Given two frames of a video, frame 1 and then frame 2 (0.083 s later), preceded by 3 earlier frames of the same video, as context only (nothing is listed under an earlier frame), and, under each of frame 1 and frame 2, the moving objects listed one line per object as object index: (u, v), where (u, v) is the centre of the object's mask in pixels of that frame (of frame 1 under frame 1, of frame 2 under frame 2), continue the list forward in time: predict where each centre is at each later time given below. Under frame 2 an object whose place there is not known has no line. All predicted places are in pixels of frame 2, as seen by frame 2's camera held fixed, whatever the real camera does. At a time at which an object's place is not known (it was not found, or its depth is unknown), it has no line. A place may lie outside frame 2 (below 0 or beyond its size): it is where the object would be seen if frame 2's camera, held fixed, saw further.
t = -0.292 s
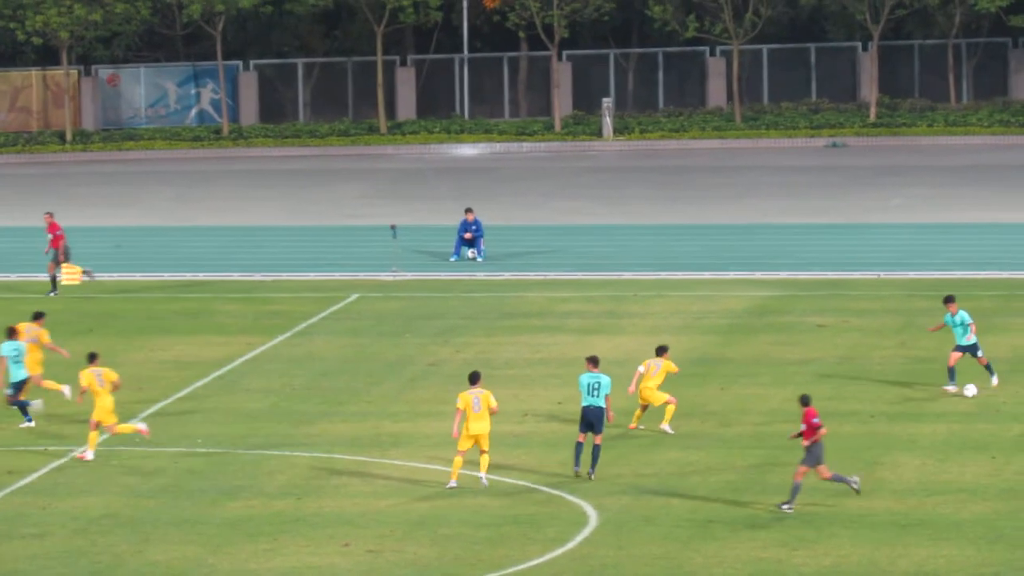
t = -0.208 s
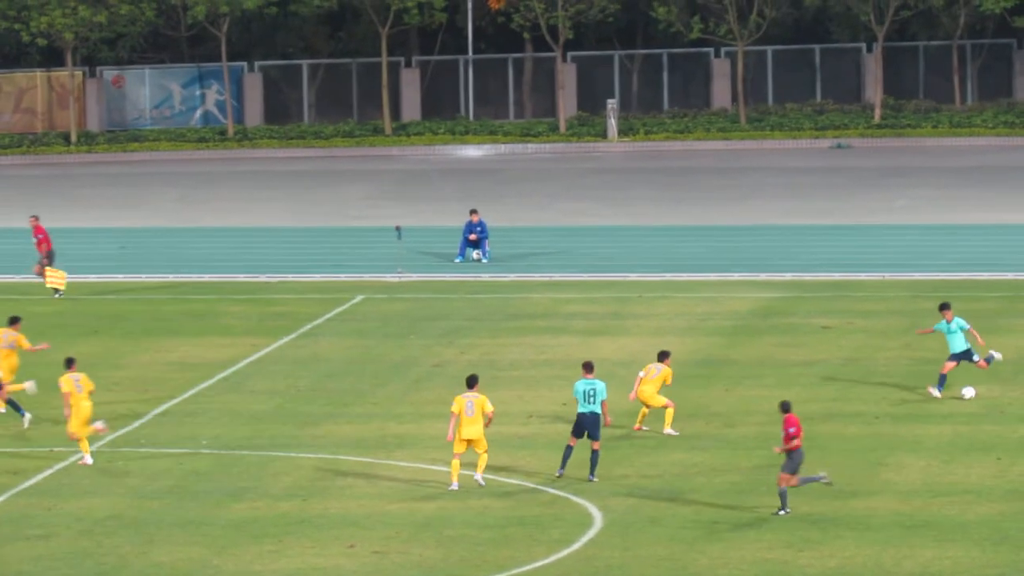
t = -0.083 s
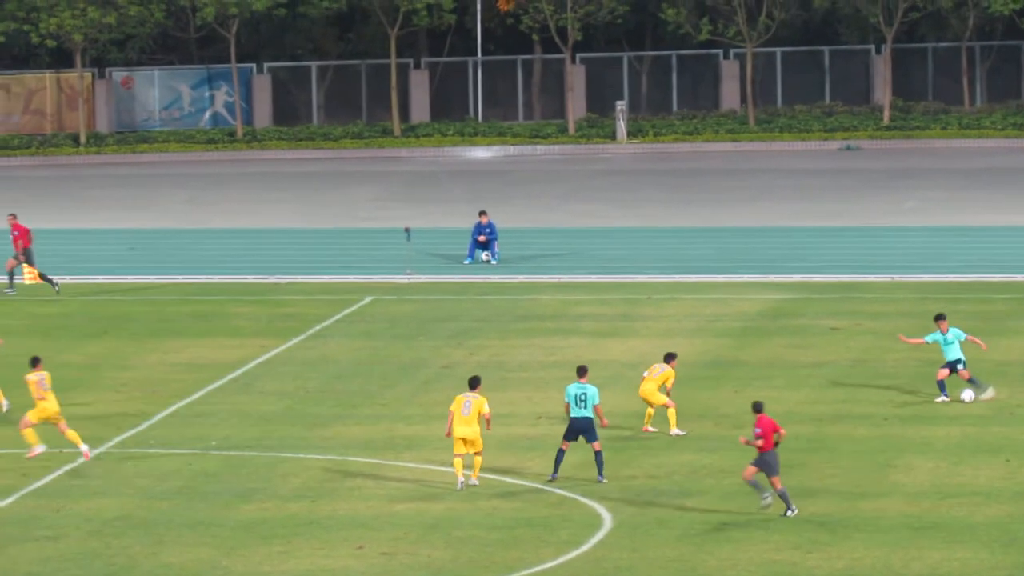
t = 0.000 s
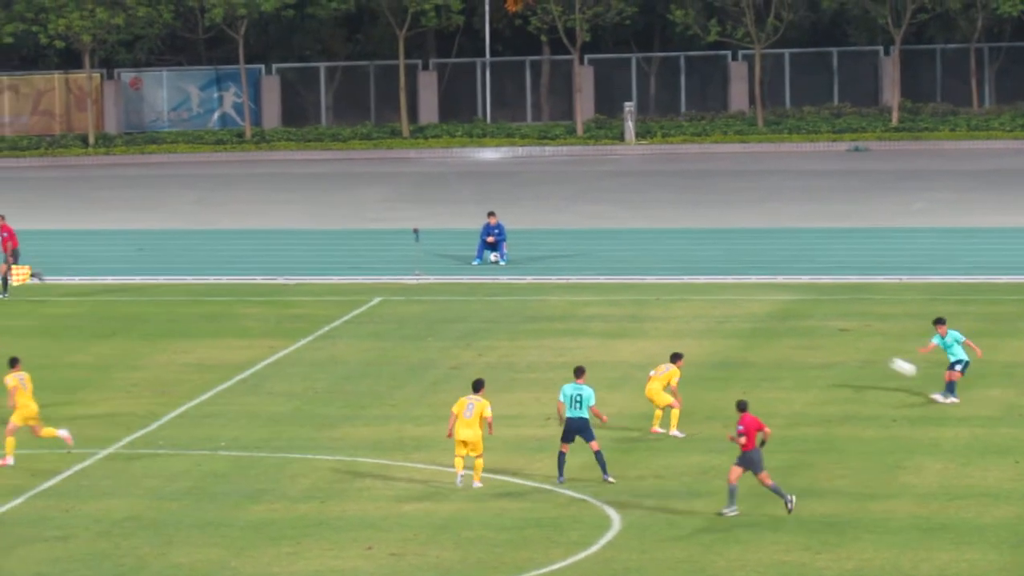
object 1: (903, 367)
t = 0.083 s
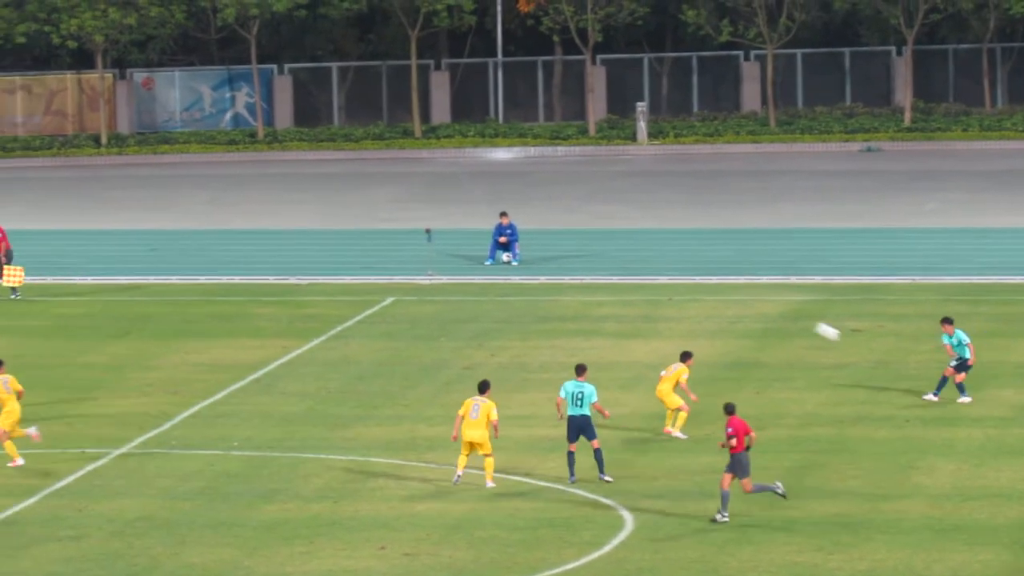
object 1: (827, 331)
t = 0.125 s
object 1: (784, 314)
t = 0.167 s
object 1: (741, 297)
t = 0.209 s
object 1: (700, 282)
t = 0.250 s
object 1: (658, 267)
